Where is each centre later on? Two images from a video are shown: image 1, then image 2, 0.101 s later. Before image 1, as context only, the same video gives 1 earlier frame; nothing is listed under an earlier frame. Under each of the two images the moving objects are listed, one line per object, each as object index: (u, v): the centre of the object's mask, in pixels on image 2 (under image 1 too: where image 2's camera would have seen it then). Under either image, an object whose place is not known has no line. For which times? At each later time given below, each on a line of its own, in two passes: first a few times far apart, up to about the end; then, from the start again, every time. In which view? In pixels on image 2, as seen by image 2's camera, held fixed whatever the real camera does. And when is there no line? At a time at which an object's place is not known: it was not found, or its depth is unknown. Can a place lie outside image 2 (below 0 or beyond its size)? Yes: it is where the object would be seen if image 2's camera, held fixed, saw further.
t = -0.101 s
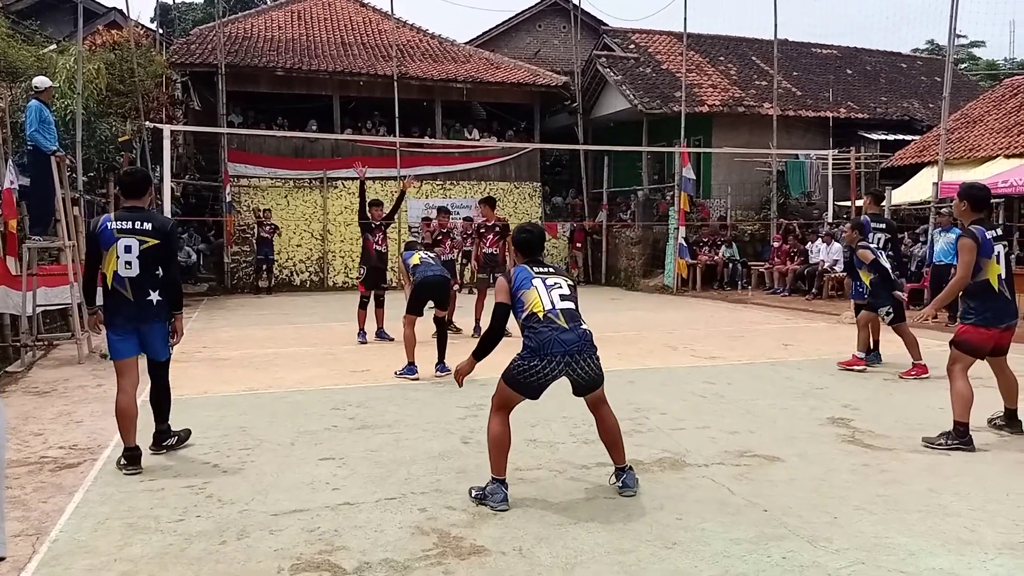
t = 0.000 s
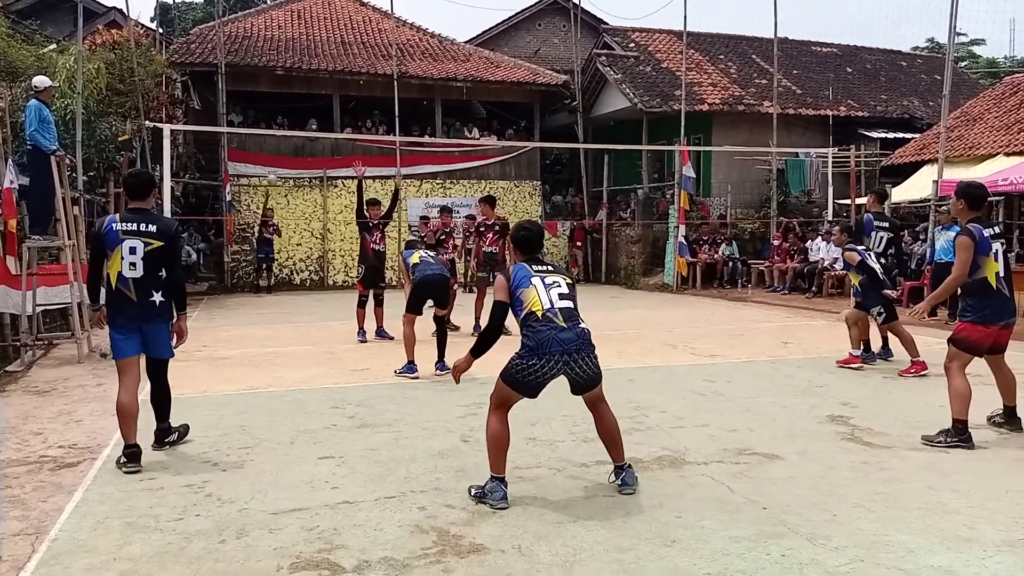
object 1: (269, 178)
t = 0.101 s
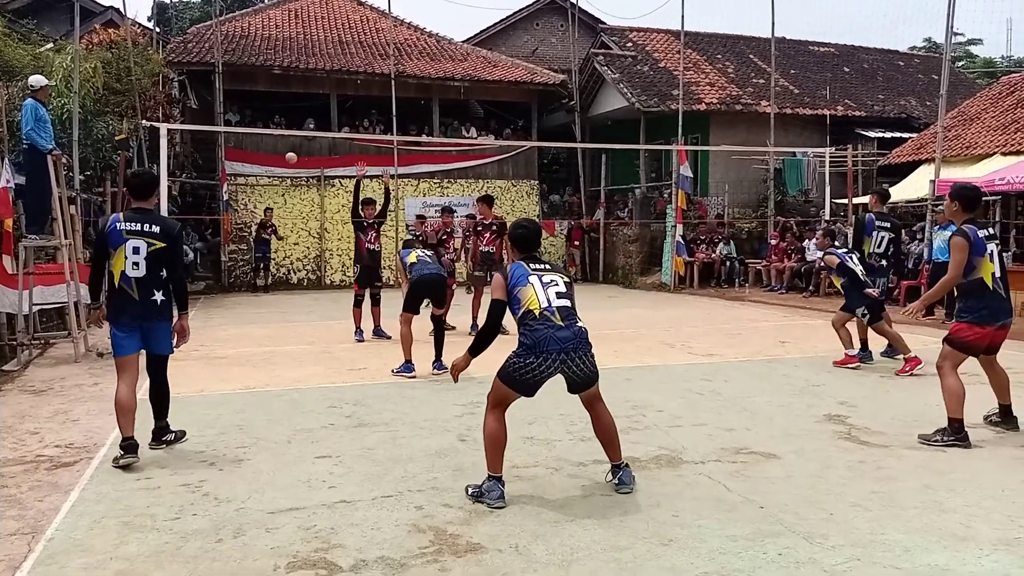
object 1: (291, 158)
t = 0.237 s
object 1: (327, 130)
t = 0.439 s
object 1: (398, 108)
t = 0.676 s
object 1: (512, 112)
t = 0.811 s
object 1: (606, 145)
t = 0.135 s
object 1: (299, 151)
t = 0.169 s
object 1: (307, 145)
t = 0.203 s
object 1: (317, 140)
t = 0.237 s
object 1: (327, 130)
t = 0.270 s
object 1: (337, 127)
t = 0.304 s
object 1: (348, 123)
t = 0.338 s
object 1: (360, 119)
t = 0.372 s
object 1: (372, 115)
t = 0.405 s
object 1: (384, 111)
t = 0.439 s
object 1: (398, 108)
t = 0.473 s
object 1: (412, 106)
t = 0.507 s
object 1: (426, 104)
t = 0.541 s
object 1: (442, 103)
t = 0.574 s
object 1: (458, 104)
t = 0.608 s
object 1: (475, 105)
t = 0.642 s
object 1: (493, 108)
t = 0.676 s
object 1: (512, 112)
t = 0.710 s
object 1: (533, 117)
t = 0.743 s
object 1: (556, 125)
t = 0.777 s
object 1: (580, 133)
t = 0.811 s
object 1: (606, 145)
